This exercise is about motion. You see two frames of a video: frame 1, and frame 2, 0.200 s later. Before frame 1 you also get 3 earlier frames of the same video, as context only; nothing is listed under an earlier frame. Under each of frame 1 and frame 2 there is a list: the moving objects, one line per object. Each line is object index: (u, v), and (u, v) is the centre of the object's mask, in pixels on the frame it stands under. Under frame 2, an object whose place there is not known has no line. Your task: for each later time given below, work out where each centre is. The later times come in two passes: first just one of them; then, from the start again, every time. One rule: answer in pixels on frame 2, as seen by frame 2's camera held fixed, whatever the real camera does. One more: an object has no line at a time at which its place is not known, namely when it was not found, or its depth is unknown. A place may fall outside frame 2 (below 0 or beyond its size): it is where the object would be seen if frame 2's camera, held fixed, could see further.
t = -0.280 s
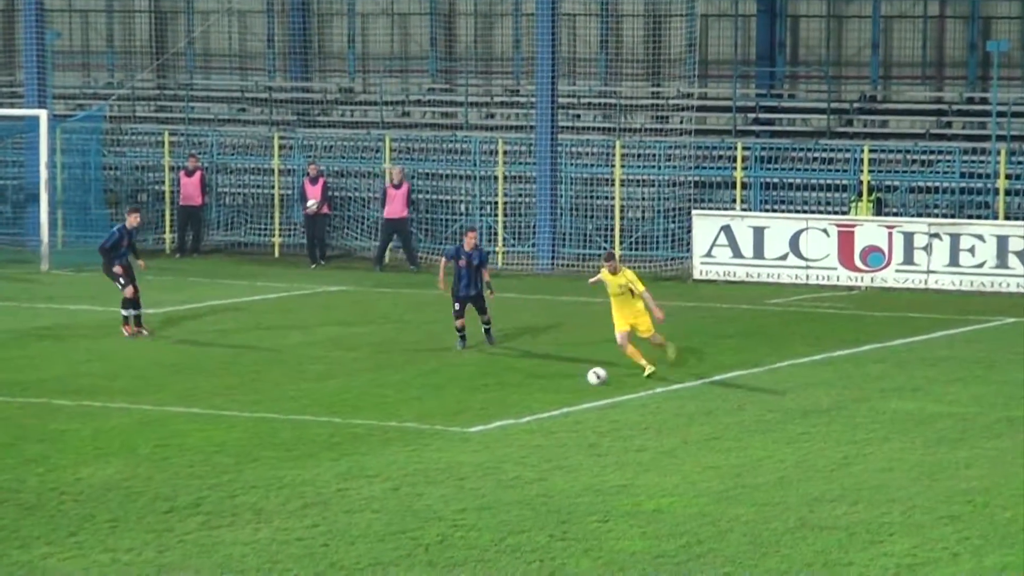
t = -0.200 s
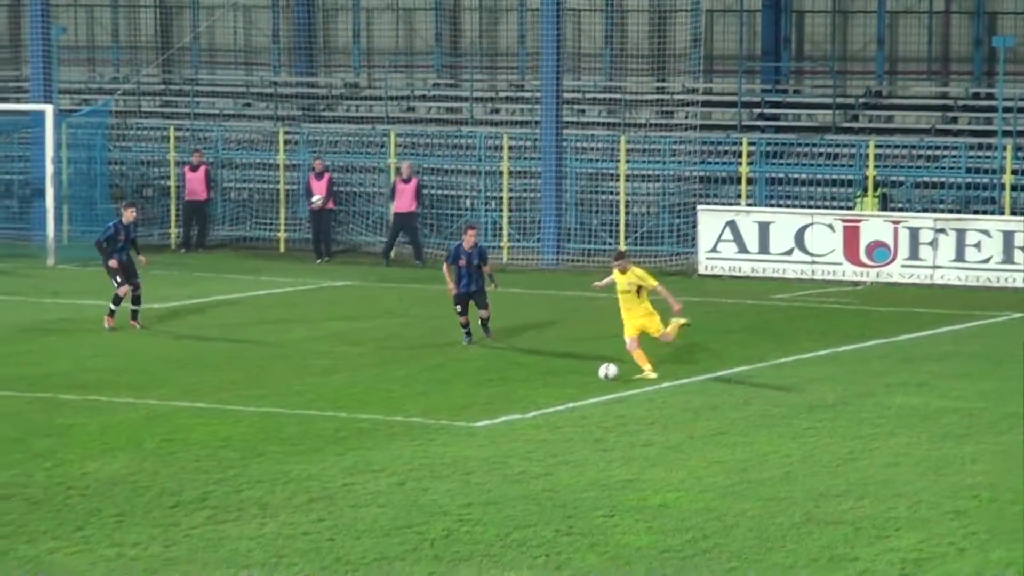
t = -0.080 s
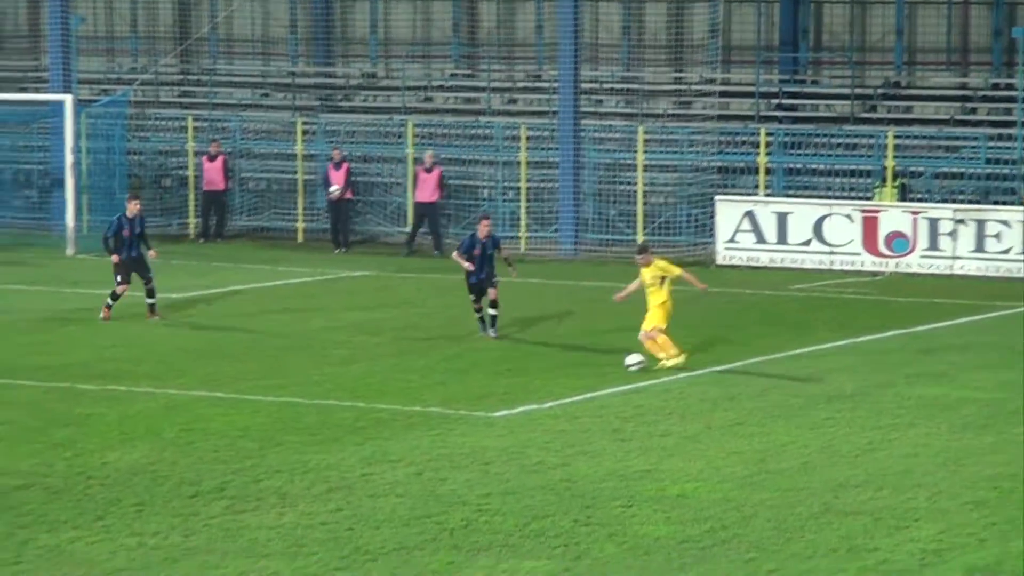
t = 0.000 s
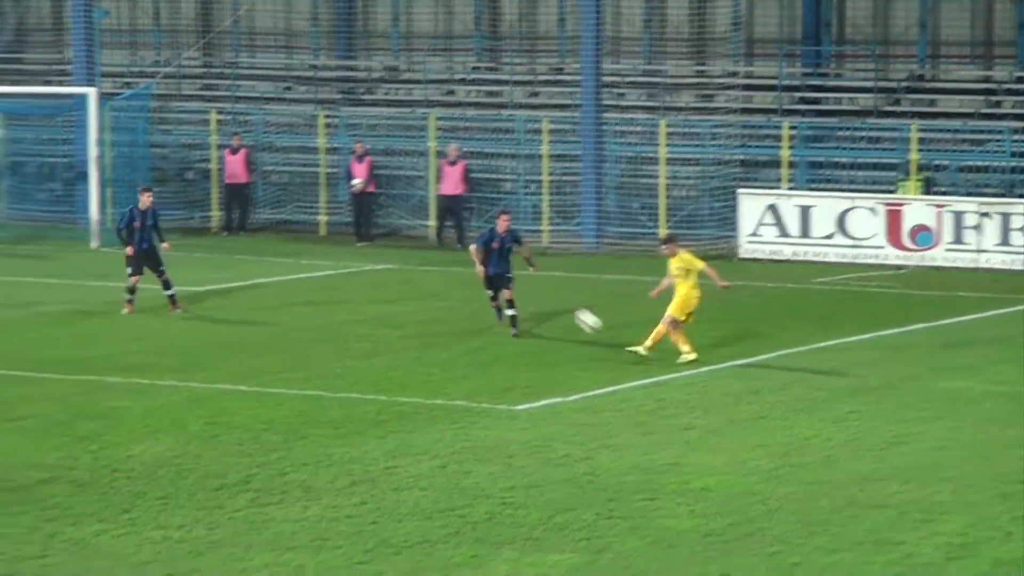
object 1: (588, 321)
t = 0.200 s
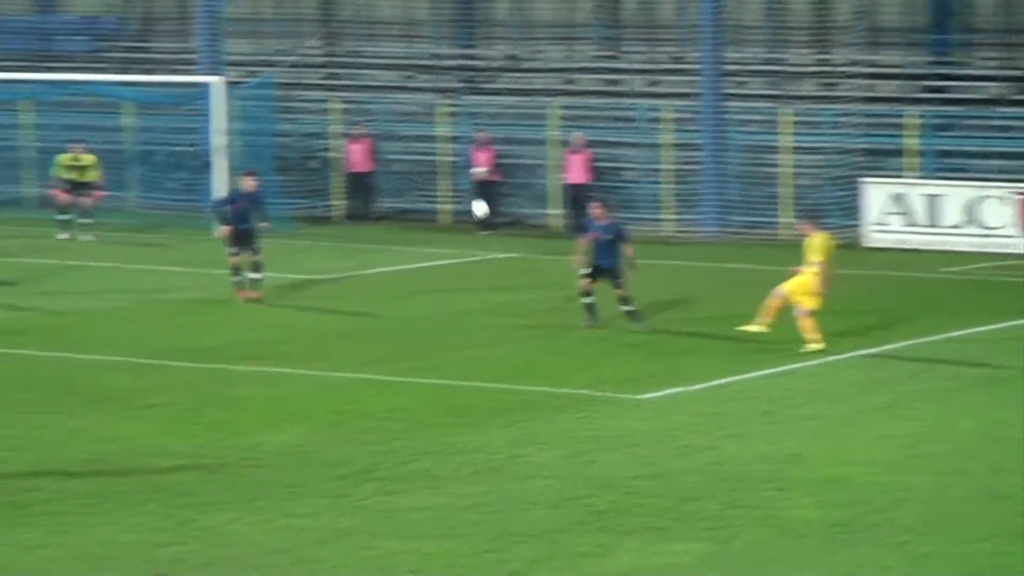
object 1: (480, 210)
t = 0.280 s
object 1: (408, 177)
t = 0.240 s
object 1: (444, 191)
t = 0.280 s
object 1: (408, 177)
